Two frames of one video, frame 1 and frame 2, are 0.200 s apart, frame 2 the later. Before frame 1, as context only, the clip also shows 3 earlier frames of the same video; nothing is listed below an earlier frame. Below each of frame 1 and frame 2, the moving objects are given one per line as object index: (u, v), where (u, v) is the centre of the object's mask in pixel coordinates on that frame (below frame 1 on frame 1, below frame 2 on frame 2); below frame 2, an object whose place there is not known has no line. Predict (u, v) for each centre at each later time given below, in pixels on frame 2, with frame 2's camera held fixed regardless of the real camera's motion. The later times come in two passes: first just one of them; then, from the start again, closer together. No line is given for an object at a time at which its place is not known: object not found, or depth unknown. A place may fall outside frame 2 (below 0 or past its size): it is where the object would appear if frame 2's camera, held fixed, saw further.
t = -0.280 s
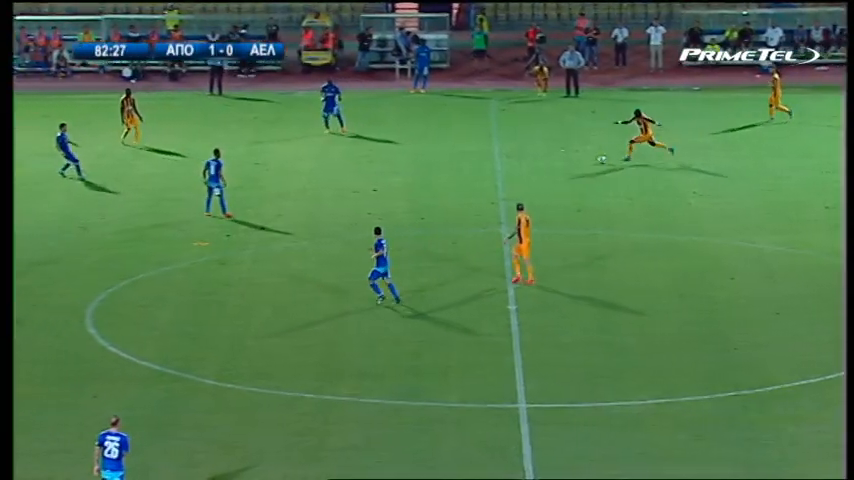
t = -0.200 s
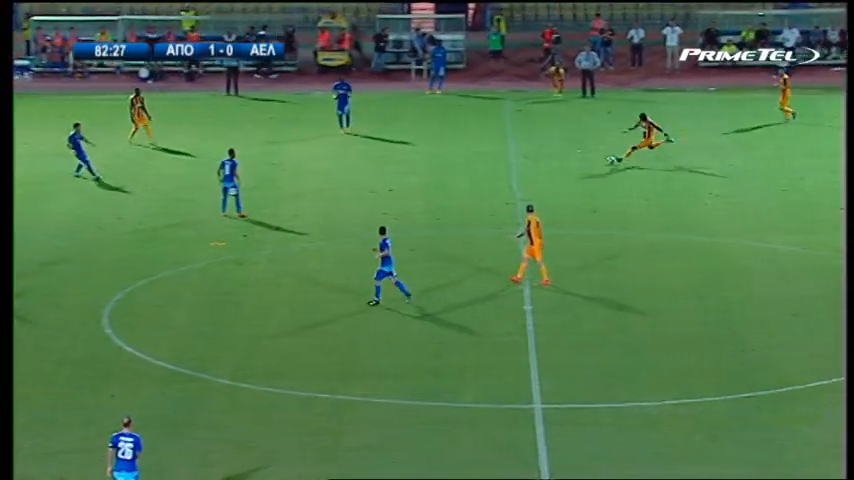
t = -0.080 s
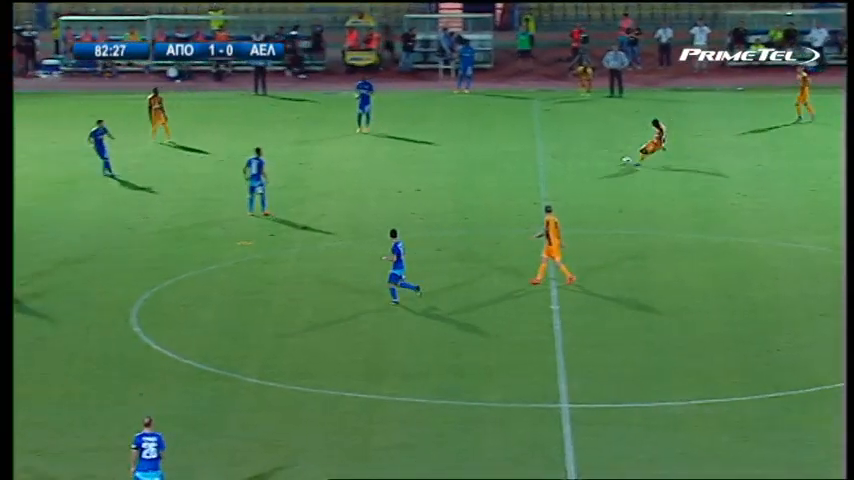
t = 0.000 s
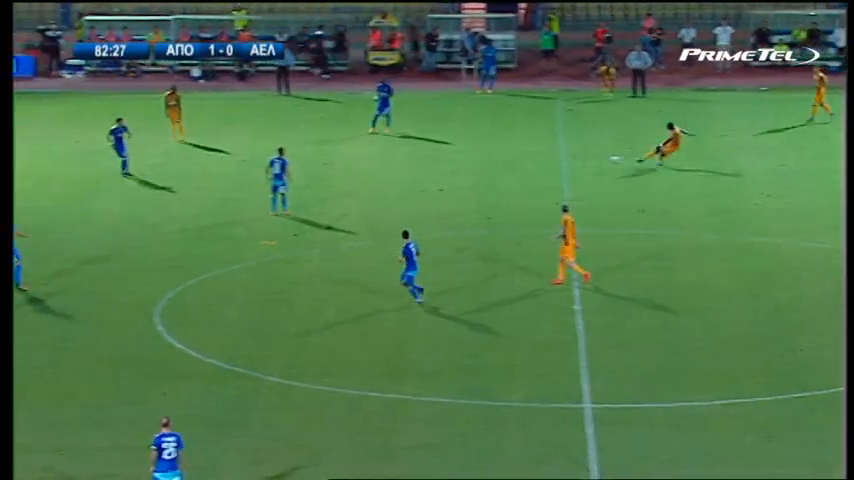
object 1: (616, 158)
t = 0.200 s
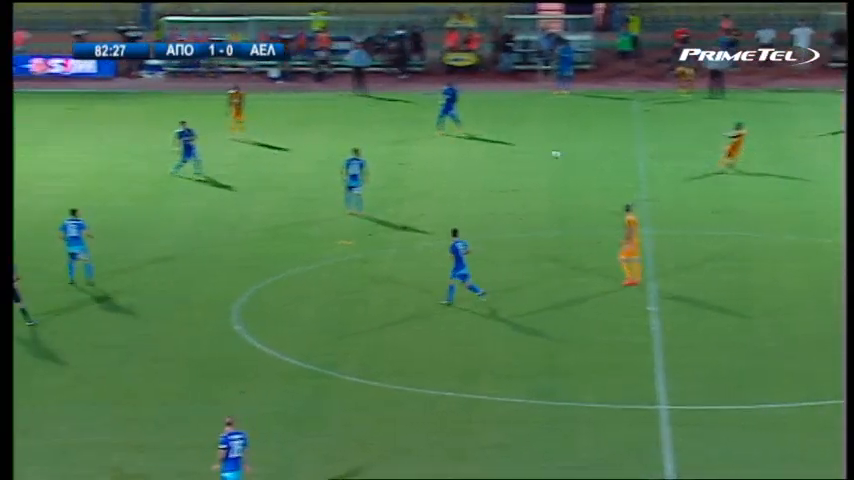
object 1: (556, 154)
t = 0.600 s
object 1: (291, 139)
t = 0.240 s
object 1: (531, 152)
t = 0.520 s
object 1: (347, 141)
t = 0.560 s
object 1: (319, 140)
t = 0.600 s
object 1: (291, 139)
